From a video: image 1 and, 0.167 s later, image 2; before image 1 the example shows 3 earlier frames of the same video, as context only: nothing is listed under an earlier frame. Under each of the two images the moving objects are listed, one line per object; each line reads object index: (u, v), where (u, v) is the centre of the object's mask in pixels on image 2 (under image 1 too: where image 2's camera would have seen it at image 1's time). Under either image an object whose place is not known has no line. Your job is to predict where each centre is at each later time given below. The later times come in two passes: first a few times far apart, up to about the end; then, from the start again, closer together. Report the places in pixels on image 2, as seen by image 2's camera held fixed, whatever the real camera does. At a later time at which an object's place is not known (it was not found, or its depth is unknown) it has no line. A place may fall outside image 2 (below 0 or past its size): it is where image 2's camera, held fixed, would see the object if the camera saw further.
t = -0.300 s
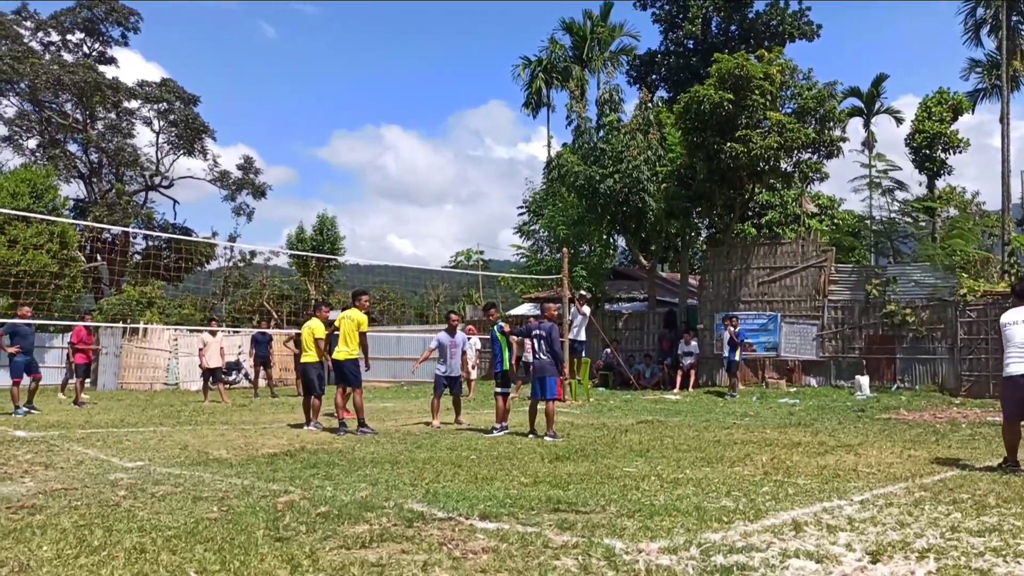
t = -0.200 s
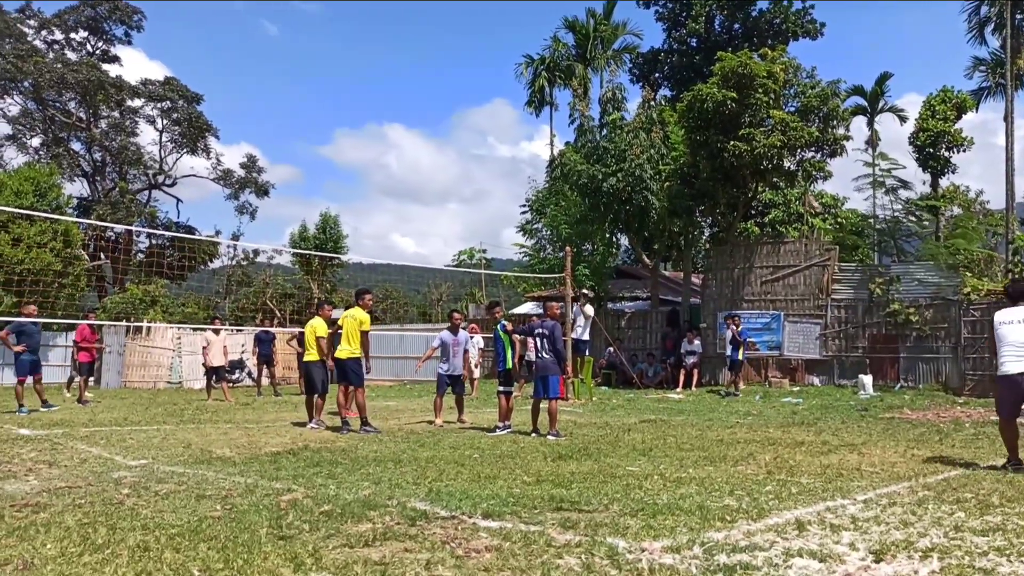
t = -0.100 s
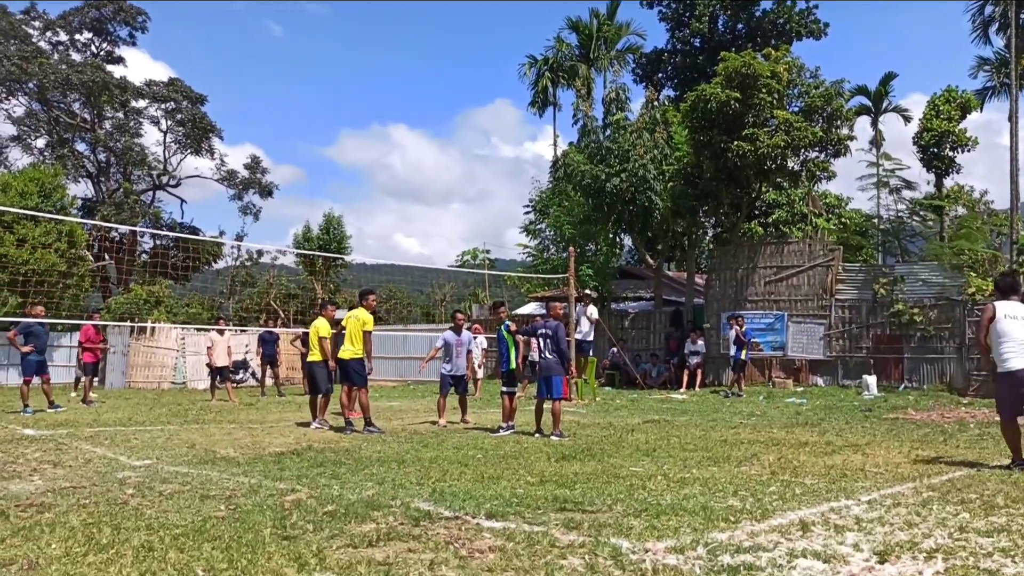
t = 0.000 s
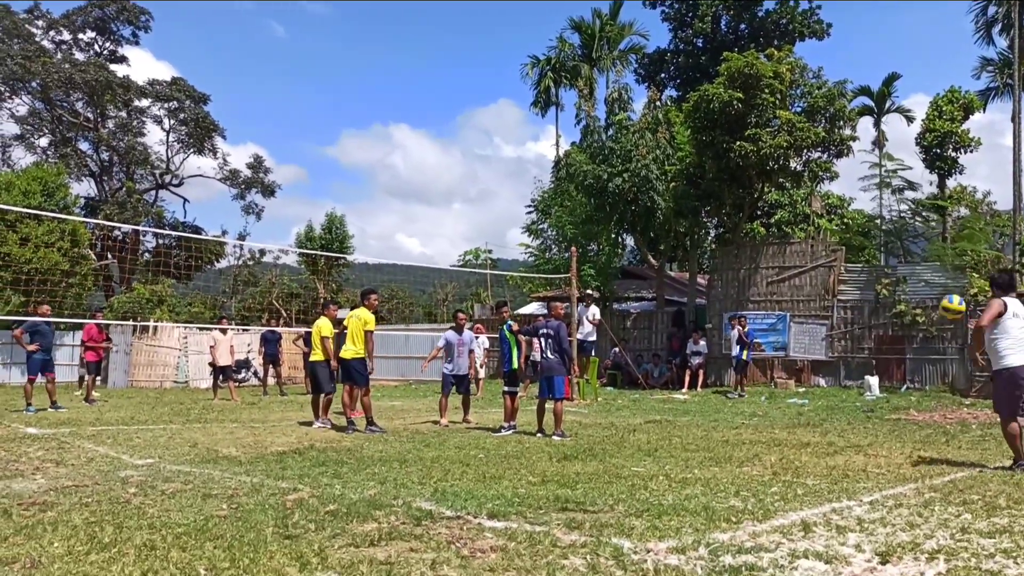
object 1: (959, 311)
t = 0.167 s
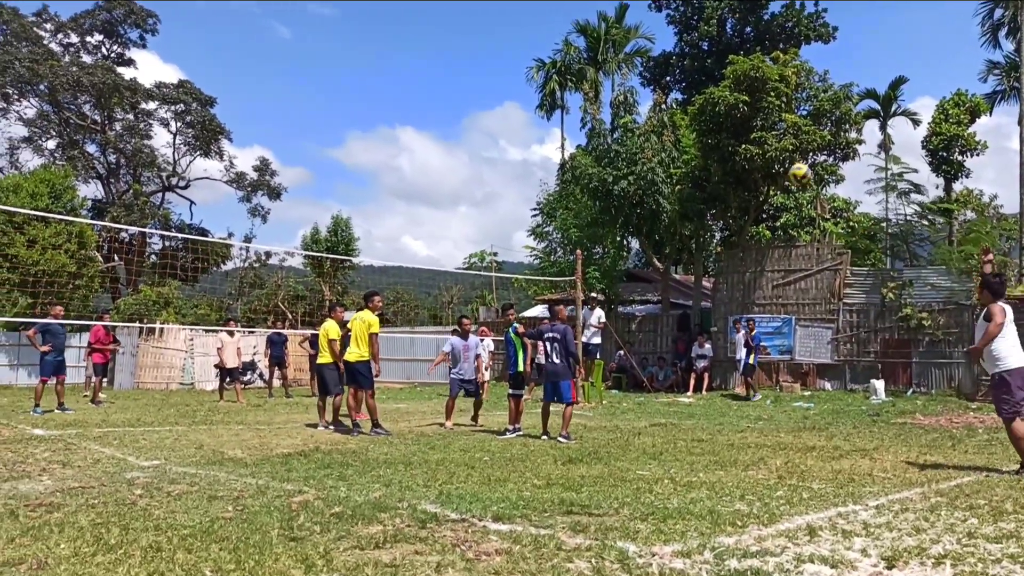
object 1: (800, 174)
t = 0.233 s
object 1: (748, 136)
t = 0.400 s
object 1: (639, 73)
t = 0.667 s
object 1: (505, 38)
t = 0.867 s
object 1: (424, 47)
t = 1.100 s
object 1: (347, 86)
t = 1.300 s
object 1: (288, 138)
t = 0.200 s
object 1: (773, 154)
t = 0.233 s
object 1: (748, 136)
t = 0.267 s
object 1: (724, 121)
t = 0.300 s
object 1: (701, 108)
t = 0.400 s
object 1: (639, 73)
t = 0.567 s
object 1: (551, 44)
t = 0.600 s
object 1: (534, 41)
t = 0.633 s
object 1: (519, 39)
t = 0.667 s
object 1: (505, 38)
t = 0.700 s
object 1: (491, 38)
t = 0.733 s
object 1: (476, 39)
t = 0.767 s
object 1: (463, 39)
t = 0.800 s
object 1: (450, 42)
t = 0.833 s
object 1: (437, 44)
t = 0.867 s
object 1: (424, 47)
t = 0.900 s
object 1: (413, 51)
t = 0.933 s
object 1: (401, 55)
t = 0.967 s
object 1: (389, 60)
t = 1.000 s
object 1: (378, 66)
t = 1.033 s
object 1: (367, 72)
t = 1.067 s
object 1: (356, 79)
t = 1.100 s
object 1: (347, 86)
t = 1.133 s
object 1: (336, 93)
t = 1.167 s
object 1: (326, 101)
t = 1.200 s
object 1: (316, 109)
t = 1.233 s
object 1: (307, 119)
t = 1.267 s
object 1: (298, 129)
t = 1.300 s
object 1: (288, 138)
